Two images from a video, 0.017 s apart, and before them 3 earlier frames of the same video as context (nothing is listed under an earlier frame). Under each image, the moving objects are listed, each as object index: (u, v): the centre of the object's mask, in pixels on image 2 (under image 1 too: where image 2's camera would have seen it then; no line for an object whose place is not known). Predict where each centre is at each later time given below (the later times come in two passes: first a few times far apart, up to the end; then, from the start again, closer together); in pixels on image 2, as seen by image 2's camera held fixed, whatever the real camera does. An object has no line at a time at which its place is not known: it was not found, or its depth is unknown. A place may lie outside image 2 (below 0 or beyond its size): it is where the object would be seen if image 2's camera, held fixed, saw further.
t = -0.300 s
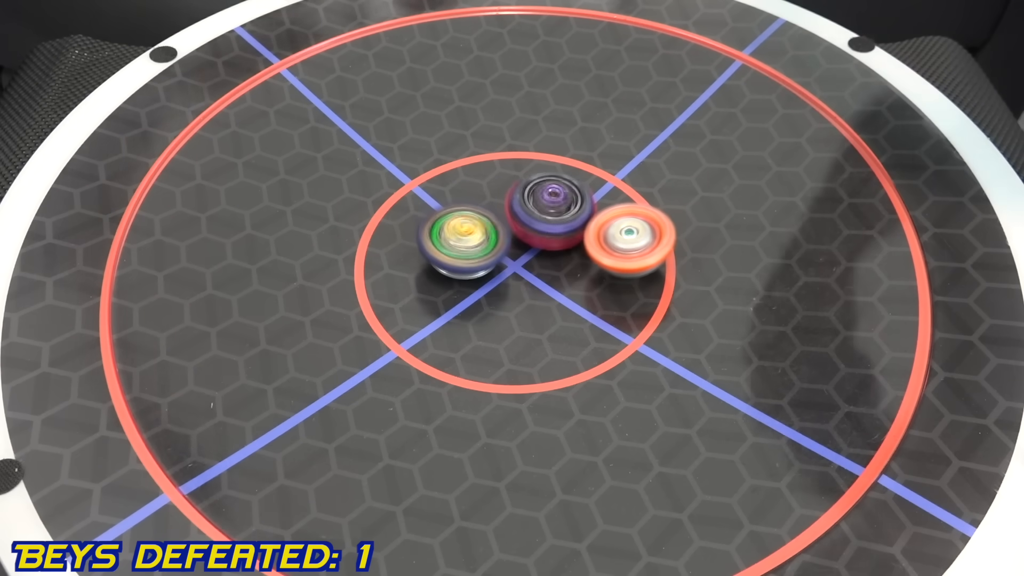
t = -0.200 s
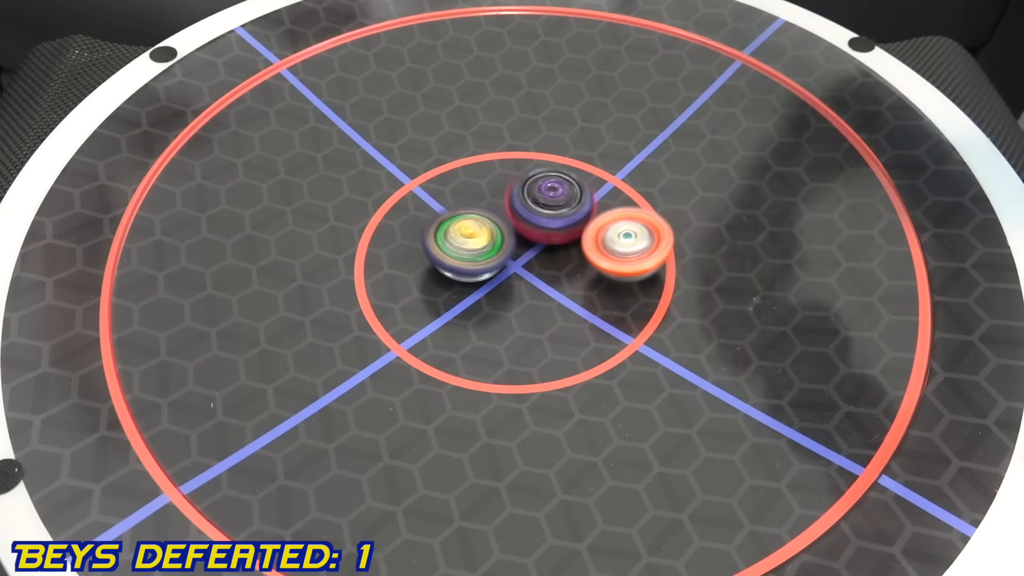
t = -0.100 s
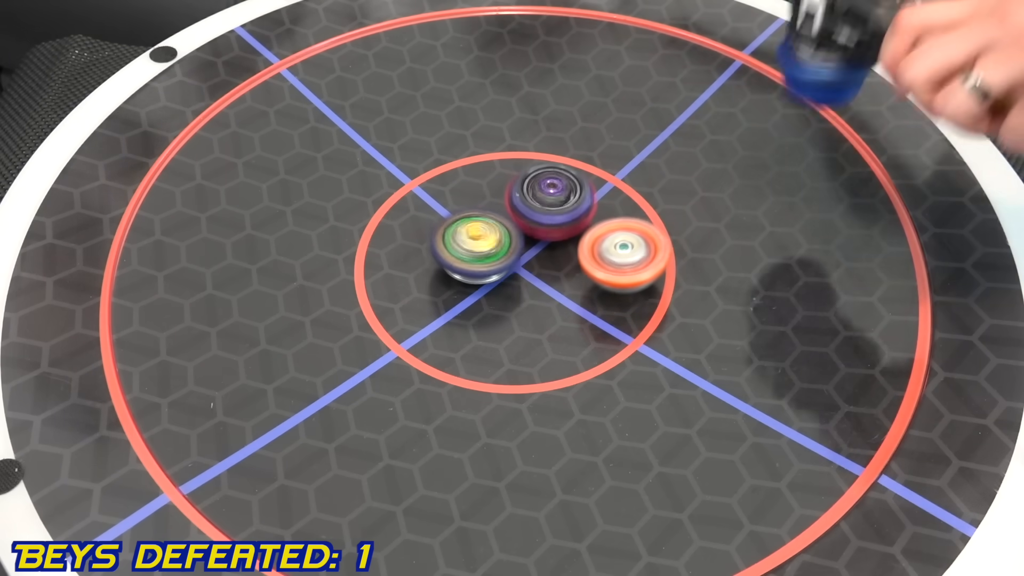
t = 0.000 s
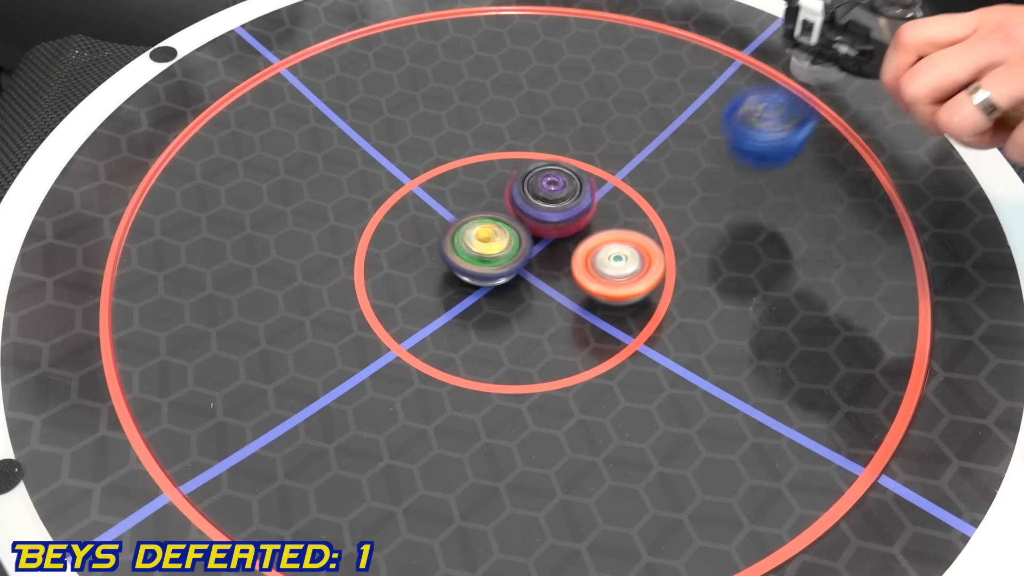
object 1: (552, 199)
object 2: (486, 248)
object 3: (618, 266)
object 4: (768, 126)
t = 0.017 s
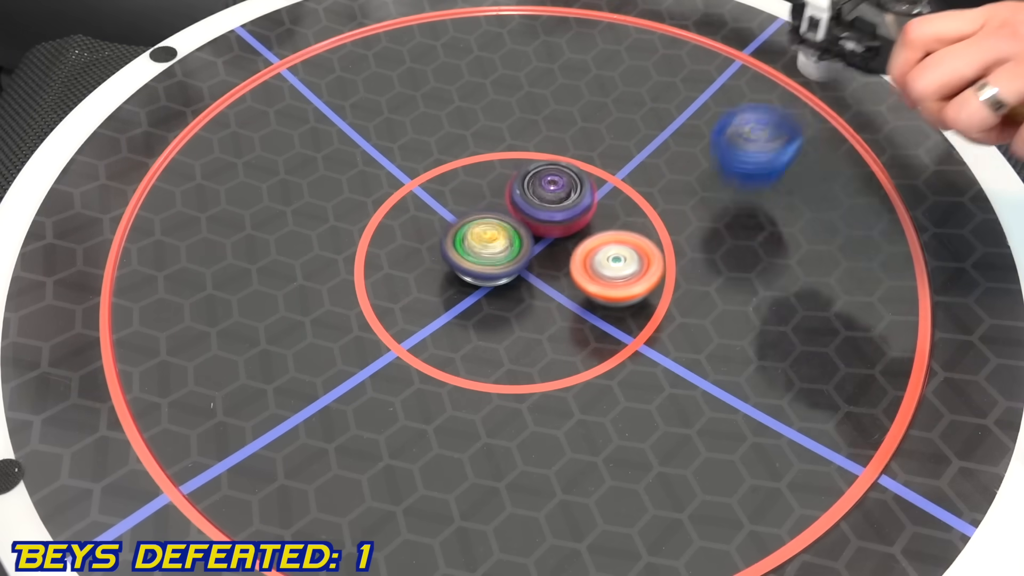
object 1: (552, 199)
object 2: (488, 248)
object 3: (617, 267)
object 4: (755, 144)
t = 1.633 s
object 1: (416, 285)
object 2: (522, 328)
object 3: (527, 213)
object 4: (411, 43)
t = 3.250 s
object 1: (571, 320)
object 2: (562, 217)
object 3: (460, 99)
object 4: (539, 142)
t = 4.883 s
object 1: (330, 226)
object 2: (559, 211)
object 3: (436, 113)
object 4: (675, 159)
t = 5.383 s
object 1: (375, 237)
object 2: (519, 205)
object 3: (422, 131)
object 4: (618, 203)
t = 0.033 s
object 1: (552, 198)
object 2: (488, 249)
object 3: (615, 268)
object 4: (743, 164)
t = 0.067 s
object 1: (553, 198)
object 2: (492, 250)
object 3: (611, 269)
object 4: (715, 151)
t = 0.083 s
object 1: (553, 197)
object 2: (492, 250)
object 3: (609, 269)
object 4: (699, 145)
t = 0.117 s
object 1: (553, 197)
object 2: (495, 252)
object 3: (602, 270)
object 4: (666, 144)
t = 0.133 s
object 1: (553, 196)
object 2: (496, 252)
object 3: (598, 270)
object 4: (649, 147)
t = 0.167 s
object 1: (547, 196)
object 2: (498, 255)
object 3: (590, 270)
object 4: (619, 158)
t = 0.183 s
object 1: (536, 194)
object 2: (495, 262)
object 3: (587, 271)
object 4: (617, 148)
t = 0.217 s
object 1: (517, 185)
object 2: (485, 274)
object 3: (583, 273)
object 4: (610, 138)
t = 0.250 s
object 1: (502, 178)
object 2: (475, 284)
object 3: (578, 275)
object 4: (603, 139)
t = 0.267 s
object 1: (493, 176)
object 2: (472, 288)
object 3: (577, 276)
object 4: (598, 135)
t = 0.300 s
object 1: (478, 172)
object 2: (468, 294)
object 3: (573, 276)
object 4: (585, 131)
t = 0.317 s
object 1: (472, 170)
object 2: (466, 297)
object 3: (572, 276)
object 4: (578, 130)
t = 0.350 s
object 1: (457, 167)
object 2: (464, 300)
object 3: (570, 277)
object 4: (561, 127)
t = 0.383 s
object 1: (445, 166)
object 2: (463, 302)
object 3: (567, 278)
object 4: (542, 126)
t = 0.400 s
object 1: (440, 165)
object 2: (462, 303)
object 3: (565, 279)
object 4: (531, 126)
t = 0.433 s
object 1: (430, 164)
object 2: (462, 304)
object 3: (562, 280)
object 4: (507, 128)
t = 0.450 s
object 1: (425, 164)
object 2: (463, 305)
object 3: (561, 280)
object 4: (495, 129)
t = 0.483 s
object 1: (407, 164)
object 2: (461, 306)
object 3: (560, 280)
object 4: (480, 130)
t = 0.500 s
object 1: (399, 162)
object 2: (463, 307)
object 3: (559, 280)
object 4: (477, 131)
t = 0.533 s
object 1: (383, 162)
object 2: (463, 310)
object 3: (558, 281)
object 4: (466, 135)
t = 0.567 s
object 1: (372, 162)
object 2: (463, 311)
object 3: (558, 282)
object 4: (454, 141)
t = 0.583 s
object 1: (366, 161)
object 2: (462, 312)
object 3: (558, 282)
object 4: (450, 145)
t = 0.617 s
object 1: (351, 158)
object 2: (464, 313)
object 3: (557, 281)
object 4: (451, 157)
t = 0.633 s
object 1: (345, 157)
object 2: (464, 313)
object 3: (557, 281)
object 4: (452, 163)
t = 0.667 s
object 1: (332, 153)
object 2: (465, 314)
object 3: (560, 280)
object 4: (453, 180)
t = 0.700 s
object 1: (324, 150)
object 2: (462, 314)
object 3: (567, 277)
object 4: (457, 201)
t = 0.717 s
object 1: (321, 148)
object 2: (462, 314)
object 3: (570, 275)
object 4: (461, 212)
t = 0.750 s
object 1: (315, 146)
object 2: (464, 313)
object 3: (573, 272)
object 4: (472, 235)
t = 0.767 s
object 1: (312, 145)
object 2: (465, 323)
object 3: (573, 270)
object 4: (482, 239)
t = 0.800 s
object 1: (310, 144)
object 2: (460, 344)
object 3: (586, 271)
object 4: (487, 224)
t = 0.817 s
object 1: (309, 144)
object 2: (458, 352)
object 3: (596, 275)
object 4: (485, 217)
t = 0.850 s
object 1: (306, 143)
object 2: (457, 364)
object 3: (615, 283)
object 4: (479, 201)
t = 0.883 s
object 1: (305, 143)
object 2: (457, 373)
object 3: (630, 287)
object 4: (472, 182)
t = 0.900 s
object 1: (305, 143)
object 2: (456, 376)
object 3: (636, 288)
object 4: (466, 173)
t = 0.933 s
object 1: (306, 144)
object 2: (457, 381)
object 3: (644, 287)
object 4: (454, 155)
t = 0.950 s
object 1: (306, 144)
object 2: (457, 382)
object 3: (647, 286)
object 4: (446, 147)
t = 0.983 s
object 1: (307, 145)
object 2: (457, 384)
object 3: (651, 281)
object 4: (430, 132)
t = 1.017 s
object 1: (310, 147)
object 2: (459, 384)
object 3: (652, 273)
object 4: (411, 121)
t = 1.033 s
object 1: (312, 147)
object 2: (459, 385)
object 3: (652, 269)
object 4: (401, 117)
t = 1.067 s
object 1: (311, 150)
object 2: (463, 387)
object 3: (650, 260)
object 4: (385, 106)
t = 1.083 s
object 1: (303, 153)
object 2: (464, 387)
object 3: (648, 256)
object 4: (387, 100)
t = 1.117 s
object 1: (290, 161)
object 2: (468, 388)
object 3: (643, 247)
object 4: (396, 86)
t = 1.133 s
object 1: (285, 165)
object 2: (470, 388)
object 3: (639, 243)
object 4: (400, 80)
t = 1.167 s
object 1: (278, 173)
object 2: (474, 389)
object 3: (632, 235)
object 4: (408, 67)
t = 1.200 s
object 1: (275, 182)
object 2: (477, 388)
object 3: (623, 228)
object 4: (414, 53)
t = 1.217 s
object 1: (273, 186)
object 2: (480, 388)
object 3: (618, 225)
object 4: (416, 47)
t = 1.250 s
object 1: (272, 194)
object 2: (484, 387)
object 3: (607, 220)
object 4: (417, 36)
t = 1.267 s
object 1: (272, 199)
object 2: (486, 386)
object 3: (602, 218)
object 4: (417, 30)
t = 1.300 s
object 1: (274, 209)
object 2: (490, 384)
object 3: (591, 216)
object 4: (414, 25)
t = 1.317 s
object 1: (276, 213)
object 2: (492, 383)
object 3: (586, 215)
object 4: (413, 23)
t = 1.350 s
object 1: (282, 222)
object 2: (496, 380)
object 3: (576, 214)
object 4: (407, 20)
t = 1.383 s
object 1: (289, 231)
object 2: (500, 376)
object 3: (567, 213)
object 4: (402, 19)
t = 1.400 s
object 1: (294, 236)
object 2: (502, 374)
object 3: (563, 212)
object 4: (400, 18)
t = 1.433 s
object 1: (304, 245)
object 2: (505, 368)
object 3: (555, 212)
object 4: (396, 19)
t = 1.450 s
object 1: (310, 248)
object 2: (506, 366)
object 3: (551, 212)
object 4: (394, 20)
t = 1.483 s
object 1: (325, 258)
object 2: (509, 360)
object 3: (545, 212)
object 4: (393, 21)
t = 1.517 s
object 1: (342, 265)
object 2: (512, 354)
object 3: (540, 212)
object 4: (393, 24)
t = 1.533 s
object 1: (351, 269)
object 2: (513, 351)
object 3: (537, 212)
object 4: (393, 26)
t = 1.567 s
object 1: (371, 275)
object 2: (516, 344)
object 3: (533, 212)
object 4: (396, 30)
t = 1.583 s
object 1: (382, 277)
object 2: (516, 341)
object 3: (531, 212)
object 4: (399, 32)
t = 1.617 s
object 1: (406, 282)
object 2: (520, 332)
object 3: (528, 213)
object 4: (406, 39)
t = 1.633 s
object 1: (416, 285)
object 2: (522, 328)
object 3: (527, 213)
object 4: (411, 43)
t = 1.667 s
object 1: (439, 285)
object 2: (526, 318)
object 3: (525, 214)
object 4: (423, 51)
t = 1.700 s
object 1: (446, 283)
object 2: (548, 312)
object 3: (524, 216)
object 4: (437, 56)
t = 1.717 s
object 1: (449, 281)
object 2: (557, 308)
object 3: (523, 216)
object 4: (444, 59)
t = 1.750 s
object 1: (457, 278)
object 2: (573, 299)
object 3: (523, 218)
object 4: (460, 64)
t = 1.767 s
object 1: (461, 277)
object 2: (580, 293)
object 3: (523, 218)
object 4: (468, 66)
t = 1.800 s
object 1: (452, 280)
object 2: (596, 283)
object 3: (540, 209)
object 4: (484, 69)
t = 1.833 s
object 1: (445, 286)
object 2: (610, 274)
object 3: (557, 199)
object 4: (501, 71)
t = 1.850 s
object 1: (443, 288)
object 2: (618, 271)
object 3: (563, 195)
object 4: (510, 71)
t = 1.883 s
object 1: (438, 289)
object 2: (633, 263)
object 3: (575, 187)
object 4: (526, 70)
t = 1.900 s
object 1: (438, 289)
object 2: (639, 260)
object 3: (579, 183)
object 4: (534, 69)
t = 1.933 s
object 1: (440, 287)
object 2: (653, 255)
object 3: (585, 175)
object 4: (548, 67)
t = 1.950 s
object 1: (441, 287)
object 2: (659, 253)
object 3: (586, 172)
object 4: (554, 65)
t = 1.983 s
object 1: (446, 286)
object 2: (671, 250)
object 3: (586, 165)
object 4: (566, 61)
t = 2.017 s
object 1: (450, 284)
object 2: (680, 247)
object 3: (584, 158)
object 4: (575, 56)
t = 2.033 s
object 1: (454, 283)
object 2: (684, 245)
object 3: (583, 154)
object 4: (578, 53)
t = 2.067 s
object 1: (460, 279)
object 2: (691, 244)
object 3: (579, 147)
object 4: (584, 49)
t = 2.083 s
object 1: (463, 278)
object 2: (693, 243)
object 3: (577, 144)
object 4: (586, 47)
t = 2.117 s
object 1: (470, 274)
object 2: (697, 243)
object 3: (571, 137)
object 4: (588, 43)
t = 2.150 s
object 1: (478, 269)
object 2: (700, 242)
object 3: (565, 132)
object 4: (589, 40)
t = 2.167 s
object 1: (480, 266)
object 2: (701, 242)
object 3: (562, 129)
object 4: (588, 39)
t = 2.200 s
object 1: (487, 261)
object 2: (702, 242)
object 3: (556, 125)
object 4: (586, 37)
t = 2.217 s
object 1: (490, 258)
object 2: (702, 242)
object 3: (552, 123)
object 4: (585, 38)
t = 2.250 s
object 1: (498, 252)
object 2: (701, 242)
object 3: (545, 121)
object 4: (583, 39)
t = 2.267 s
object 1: (500, 249)
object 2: (701, 243)
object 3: (541, 120)
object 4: (582, 40)
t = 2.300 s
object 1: (507, 242)
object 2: (700, 243)
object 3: (534, 119)
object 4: (580, 43)
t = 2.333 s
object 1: (513, 235)
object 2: (700, 243)
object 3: (528, 120)
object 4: (580, 47)
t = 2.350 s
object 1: (515, 232)
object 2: (700, 243)
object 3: (525, 120)
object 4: (579, 50)
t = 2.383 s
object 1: (519, 225)
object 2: (700, 244)
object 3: (520, 121)
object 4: (579, 56)
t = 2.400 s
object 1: (522, 221)
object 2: (700, 243)
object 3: (518, 122)
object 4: (579, 60)
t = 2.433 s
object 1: (526, 214)
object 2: (700, 243)
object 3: (515, 124)
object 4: (579, 68)
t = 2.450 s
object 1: (527, 211)
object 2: (699, 243)
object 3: (513, 125)
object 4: (580, 72)
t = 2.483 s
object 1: (529, 204)
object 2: (698, 242)
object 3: (510, 128)
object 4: (582, 80)
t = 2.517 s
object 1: (534, 198)
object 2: (696, 241)
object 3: (508, 129)
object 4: (585, 89)
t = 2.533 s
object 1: (537, 202)
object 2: (695, 240)
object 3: (505, 123)
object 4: (587, 94)
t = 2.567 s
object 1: (547, 215)
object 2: (692, 241)
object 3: (499, 111)
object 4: (593, 104)
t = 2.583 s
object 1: (551, 221)
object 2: (691, 241)
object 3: (496, 105)
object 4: (596, 109)
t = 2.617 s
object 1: (558, 231)
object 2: (686, 240)
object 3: (492, 98)
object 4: (602, 118)
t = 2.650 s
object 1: (565, 239)
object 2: (681, 240)
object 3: (488, 92)
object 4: (610, 127)
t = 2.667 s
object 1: (569, 244)
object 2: (679, 240)
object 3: (487, 91)
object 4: (614, 130)
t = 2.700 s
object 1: (578, 251)
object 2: (672, 239)
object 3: (484, 90)
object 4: (621, 137)
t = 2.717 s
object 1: (581, 256)
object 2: (671, 238)
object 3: (483, 90)
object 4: (625, 141)
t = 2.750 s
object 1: (580, 267)
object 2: (672, 233)
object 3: (481, 91)
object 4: (632, 147)
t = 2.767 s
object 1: (580, 273)
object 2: (672, 232)
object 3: (479, 92)
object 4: (635, 150)
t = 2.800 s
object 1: (582, 283)
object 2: (671, 229)
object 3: (476, 95)
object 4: (641, 155)
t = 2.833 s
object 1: (584, 291)
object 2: (667, 228)
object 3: (472, 98)
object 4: (647, 158)
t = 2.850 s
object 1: (585, 295)
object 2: (665, 229)
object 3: (470, 100)
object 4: (649, 158)
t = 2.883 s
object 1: (586, 303)
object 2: (662, 233)
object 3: (465, 102)
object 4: (651, 154)
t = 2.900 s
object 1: (587, 307)
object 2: (660, 234)
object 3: (463, 103)
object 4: (651, 152)
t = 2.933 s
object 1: (588, 312)
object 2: (656, 236)
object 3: (459, 105)
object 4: (650, 143)
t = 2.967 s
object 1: (588, 317)
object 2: (649, 235)
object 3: (456, 105)
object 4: (645, 133)
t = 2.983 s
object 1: (588, 320)
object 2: (646, 235)
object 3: (455, 105)
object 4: (642, 129)
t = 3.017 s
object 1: (588, 322)
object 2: (638, 234)
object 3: (456, 105)
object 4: (632, 122)
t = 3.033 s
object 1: (586, 323)
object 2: (634, 234)
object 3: (456, 105)
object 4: (627, 119)
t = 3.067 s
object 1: (585, 325)
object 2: (625, 233)
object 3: (457, 105)
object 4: (614, 115)
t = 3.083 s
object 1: (584, 326)
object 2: (619, 233)
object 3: (458, 105)
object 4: (607, 114)
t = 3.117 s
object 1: (584, 327)
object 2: (610, 231)
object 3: (460, 104)
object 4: (593, 114)
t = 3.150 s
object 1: (582, 326)
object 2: (599, 229)
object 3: (462, 104)
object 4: (578, 116)
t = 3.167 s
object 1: (581, 325)
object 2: (592, 227)
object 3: (463, 104)
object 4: (570, 118)
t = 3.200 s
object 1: (577, 324)
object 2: (580, 225)
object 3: (466, 104)
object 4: (553, 123)
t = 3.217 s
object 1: (575, 323)
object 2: (574, 222)
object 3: (467, 104)
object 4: (545, 127)
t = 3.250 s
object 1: (571, 320)
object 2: (562, 217)
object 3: (460, 99)
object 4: (539, 142)
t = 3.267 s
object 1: (569, 318)
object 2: (558, 219)
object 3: (455, 96)
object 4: (539, 147)
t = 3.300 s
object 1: (563, 315)
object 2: (557, 239)
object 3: (447, 90)
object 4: (530, 136)
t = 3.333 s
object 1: (564, 330)
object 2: (553, 245)
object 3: (442, 88)
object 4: (521, 123)
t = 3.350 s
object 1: (564, 338)
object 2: (551, 245)
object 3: (440, 87)
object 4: (517, 118)
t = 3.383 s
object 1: (565, 352)
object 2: (545, 243)
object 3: (436, 88)
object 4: (511, 109)
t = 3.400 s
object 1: (564, 358)
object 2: (541, 242)
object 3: (433, 87)
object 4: (511, 106)
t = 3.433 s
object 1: (563, 370)
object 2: (535, 239)
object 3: (424, 86)
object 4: (519, 105)
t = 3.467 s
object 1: (562, 378)
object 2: (529, 234)
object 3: (418, 85)
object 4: (530, 104)
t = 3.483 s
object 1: (560, 381)
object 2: (528, 232)
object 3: (415, 85)
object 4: (536, 104)
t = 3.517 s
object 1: (559, 390)
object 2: (522, 227)
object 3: (413, 86)
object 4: (547, 102)
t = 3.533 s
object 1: (558, 393)
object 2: (520, 224)
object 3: (412, 86)
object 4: (553, 102)
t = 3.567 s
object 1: (555, 398)
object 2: (517, 219)
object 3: (411, 88)
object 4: (563, 100)
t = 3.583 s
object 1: (554, 401)
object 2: (516, 217)
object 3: (411, 89)
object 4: (568, 98)
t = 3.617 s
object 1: (553, 404)
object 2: (514, 211)
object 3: (411, 91)
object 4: (577, 96)
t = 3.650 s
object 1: (550, 404)
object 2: (513, 207)
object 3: (412, 94)
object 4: (585, 93)
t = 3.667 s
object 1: (548, 405)
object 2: (515, 204)
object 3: (412, 95)
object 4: (588, 91)
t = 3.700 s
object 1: (546, 404)
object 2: (515, 199)
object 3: (413, 97)
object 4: (593, 89)
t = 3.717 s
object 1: (546, 404)
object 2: (515, 197)
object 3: (413, 98)
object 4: (595, 87)
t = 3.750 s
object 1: (543, 403)
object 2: (517, 194)
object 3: (414, 101)
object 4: (598, 86)
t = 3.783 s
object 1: (540, 402)
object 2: (519, 192)
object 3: (415, 103)
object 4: (599, 84)
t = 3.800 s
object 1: (538, 401)
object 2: (519, 190)
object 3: (415, 105)
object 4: (600, 84)
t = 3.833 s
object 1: (536, 397)
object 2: (520, 188)
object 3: (416, 107)
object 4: (600, 83)
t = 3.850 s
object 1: (535, 394)
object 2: (521, 189)
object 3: (417, 109)
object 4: (600, 83)
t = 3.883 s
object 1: (533, 389)
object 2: (522, 189)
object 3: (418, 111)
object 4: (598, 84)
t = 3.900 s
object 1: (530, 385)
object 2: (522, 188)
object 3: (419, 112)
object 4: (598, 85)
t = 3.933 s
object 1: (526, 378)
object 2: (523, 187)
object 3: (420, 115)
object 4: (596, 87)
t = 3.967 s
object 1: (523, 369)
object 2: (523, 188)
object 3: (421, 117)
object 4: (594, 90)
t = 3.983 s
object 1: (521, 364)
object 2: (523, 188)
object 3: (422, 119)
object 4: (593, 92)
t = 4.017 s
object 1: (516, 354)
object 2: (524, 187)
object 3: (424, 122)
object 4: (591, 97)
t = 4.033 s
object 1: (515, 350)
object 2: (525, 188)
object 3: (425, 123)
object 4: (590, 100)
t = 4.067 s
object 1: (510, 339)
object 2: (525, 188)
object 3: (427, 126)
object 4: (589, 106)
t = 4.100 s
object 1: (507, 327)
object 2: (526, 187)
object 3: (428, 128)
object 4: (588, 113)
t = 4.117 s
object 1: (504, 320)
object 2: (528, 187)
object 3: (430, 130)
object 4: (588, 117)
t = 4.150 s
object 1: (498, 307)
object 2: (531, 186)
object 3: (432, 133)
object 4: (587, 126)
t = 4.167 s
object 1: (495, 300)
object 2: (530, 186)
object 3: (433, 134)
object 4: (586, 130)
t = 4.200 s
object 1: (489, 287)
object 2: (526, 189)
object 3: (435, 137)
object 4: (587, 135)
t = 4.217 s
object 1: (486, 279)
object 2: (523, 191)
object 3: (436, 139)
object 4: (589, 137)
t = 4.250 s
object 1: (479, 266)
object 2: (519, 196)
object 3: (439, 142)
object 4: (593, 140)
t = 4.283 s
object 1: (470, 256)
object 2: (517, 196)
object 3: (441, 146)
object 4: (596, 143)
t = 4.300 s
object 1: (465, 254)
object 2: (517, 195)
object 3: (443, 147)
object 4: (597, 145)
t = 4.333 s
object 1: (455, 248)
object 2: (515, 192)
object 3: (445, 151)
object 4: (599, 148)
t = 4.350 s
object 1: (450, 245)
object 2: (516, 192)
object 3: (447, 152)
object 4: (600, 150)
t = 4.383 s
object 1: (440, 239)
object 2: (520, 192)
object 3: (446, 154)
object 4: (601, 154)
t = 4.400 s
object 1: (435, 237)
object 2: (522, 192)
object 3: (444, 154)
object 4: (601, 156)
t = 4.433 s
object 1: (427, 232)
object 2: (521, 194)
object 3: (444, 156)
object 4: (608, 159)
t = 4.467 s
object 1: (419, 227)
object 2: (520, 195)
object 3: (446, 159)
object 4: (617, 160)
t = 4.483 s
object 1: (416, 225)
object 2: (520, 195)
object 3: (447, 160)
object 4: (622, 161)
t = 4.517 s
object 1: (398, 230)
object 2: (531, 199)
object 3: (447, 143)
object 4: (631, 161)
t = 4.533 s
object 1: (390, 231)
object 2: (536, 201)
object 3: (448, 139)
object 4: (636, 161)
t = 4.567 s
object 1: (377, 234)
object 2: (547, 205)
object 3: (449, 135)
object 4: (644, 161)
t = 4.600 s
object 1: (365, 236)
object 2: (555, 209)
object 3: (452, 128)
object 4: (652, 161)
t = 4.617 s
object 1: (360, 236)
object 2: (558, 210)
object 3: (454, 125)
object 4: (655, 160)
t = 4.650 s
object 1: (350, 237)
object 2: (561, 211)
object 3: (455, 120)
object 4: (662, 160)
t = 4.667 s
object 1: (346, 237)
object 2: (560, 212)
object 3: (456, 119)
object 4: (665, 160)
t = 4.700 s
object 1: (341, 236)
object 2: (560, 212)
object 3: (456, 117)
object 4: (670, 158)
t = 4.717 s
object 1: (338, 236)
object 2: (560, 212)
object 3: (455, 116)
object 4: (672, 158)
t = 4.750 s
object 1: (335, 235)
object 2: (561, 212)
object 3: (453, 115)
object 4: (676, 158)
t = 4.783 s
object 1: (332, 234)
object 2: (561, 211)
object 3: (449, 114)
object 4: (678, 157)
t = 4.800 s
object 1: (332, 232)
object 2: (561, 211)
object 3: (448, 114)
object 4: (678, 158)
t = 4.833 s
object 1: (329, 230)
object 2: (560, 211)
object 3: (443, 113)
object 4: (678, 158)
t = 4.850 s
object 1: (329, 229)
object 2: (560, 211)
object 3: (440, 113)
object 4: (677, 158)
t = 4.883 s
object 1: (330, 226)
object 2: (559, 211)
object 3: (436, 113)
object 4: (675, 159)
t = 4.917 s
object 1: (331, 224)
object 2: (557, 211)
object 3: (430, 112)
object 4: (671, 161)
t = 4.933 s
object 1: (333, 223)
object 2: (556, 211)
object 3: (428, 112)
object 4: (668, 162)
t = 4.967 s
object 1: (336, 221)
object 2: (554, 213)
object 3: (422, 112)
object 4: (662, 164)
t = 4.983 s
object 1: (337, 221)
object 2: (553, 213)
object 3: (420, 112)
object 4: (658, 165)
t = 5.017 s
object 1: (342, 220)
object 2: (551, 214)
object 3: (417, 113)
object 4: (650, 168)
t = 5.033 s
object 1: (345, 220)
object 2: (549, 214)
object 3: (415, 114)
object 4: (645, 170)
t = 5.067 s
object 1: (353, 219)
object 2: (545, 215)
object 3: (414, 115)
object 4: (632, 175)
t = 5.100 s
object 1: (360, 218)
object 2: (542, 216)
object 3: (413, 117)
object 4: (619, 180)
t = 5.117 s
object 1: (365, 217)
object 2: (540, 217)
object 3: (413, 118)
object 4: (614, 183)
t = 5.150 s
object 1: (375, 216)
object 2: (524, 219)
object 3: (413, 119)
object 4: (614, 185)
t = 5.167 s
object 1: (379, 216)
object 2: (516, 219)
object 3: (413, 121)
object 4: (615, 187)
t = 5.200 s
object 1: (392, 216)
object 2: (500, 220)
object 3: (413, 122)
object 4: (617, 189)
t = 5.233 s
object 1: (397, 218)
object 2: (493, 218)
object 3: (414, 124)
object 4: (619, 192)
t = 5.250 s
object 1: (392, 220)
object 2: (499, 216)
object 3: (415, 125)
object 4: (620, 193)
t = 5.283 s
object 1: (383, 224)
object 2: (506, 214)
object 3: (416, 127)
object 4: (620, 195)
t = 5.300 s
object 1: (381, 226)
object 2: (509, 212)
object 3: (417, 128)
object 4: (620, 195)
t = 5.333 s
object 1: (378, 231)
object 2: (514, 209)
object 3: (419, 129)
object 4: (620, 198)
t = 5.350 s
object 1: (376, 234)
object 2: (515, 208)
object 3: (419, 130)
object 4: (620, 199)
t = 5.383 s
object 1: (375, 237)
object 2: (519, 205)
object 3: (422, 131)
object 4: (618, 203)
